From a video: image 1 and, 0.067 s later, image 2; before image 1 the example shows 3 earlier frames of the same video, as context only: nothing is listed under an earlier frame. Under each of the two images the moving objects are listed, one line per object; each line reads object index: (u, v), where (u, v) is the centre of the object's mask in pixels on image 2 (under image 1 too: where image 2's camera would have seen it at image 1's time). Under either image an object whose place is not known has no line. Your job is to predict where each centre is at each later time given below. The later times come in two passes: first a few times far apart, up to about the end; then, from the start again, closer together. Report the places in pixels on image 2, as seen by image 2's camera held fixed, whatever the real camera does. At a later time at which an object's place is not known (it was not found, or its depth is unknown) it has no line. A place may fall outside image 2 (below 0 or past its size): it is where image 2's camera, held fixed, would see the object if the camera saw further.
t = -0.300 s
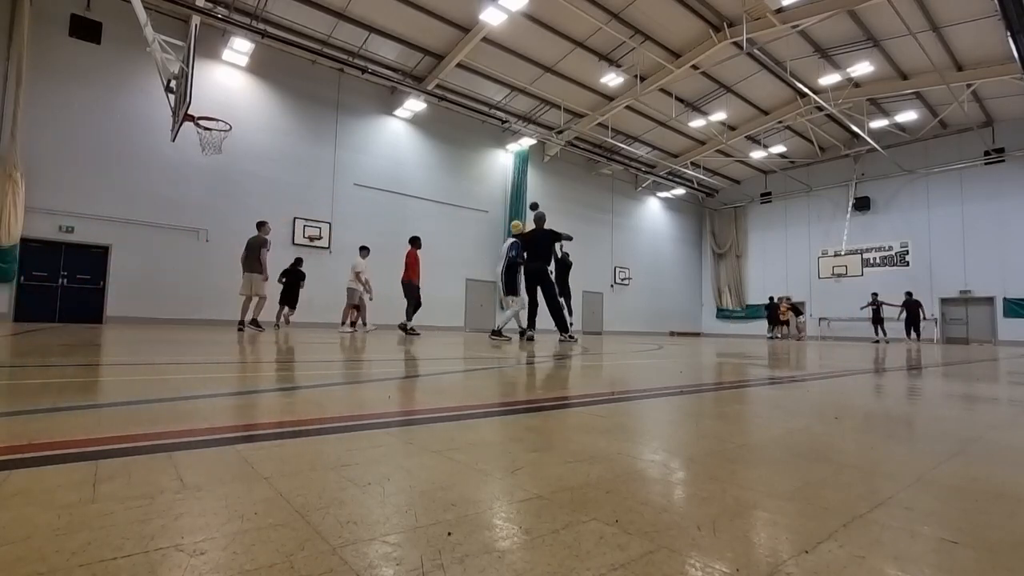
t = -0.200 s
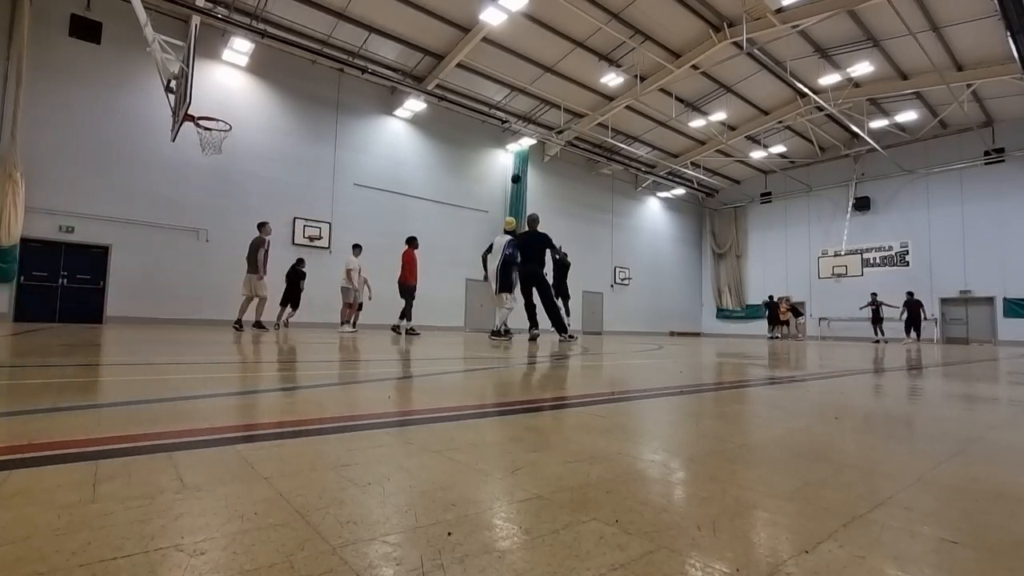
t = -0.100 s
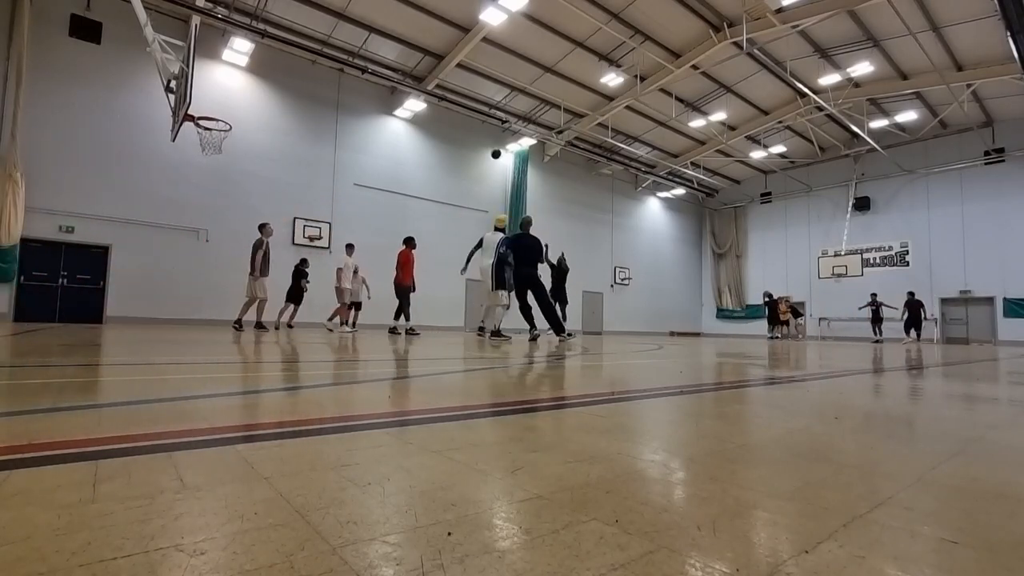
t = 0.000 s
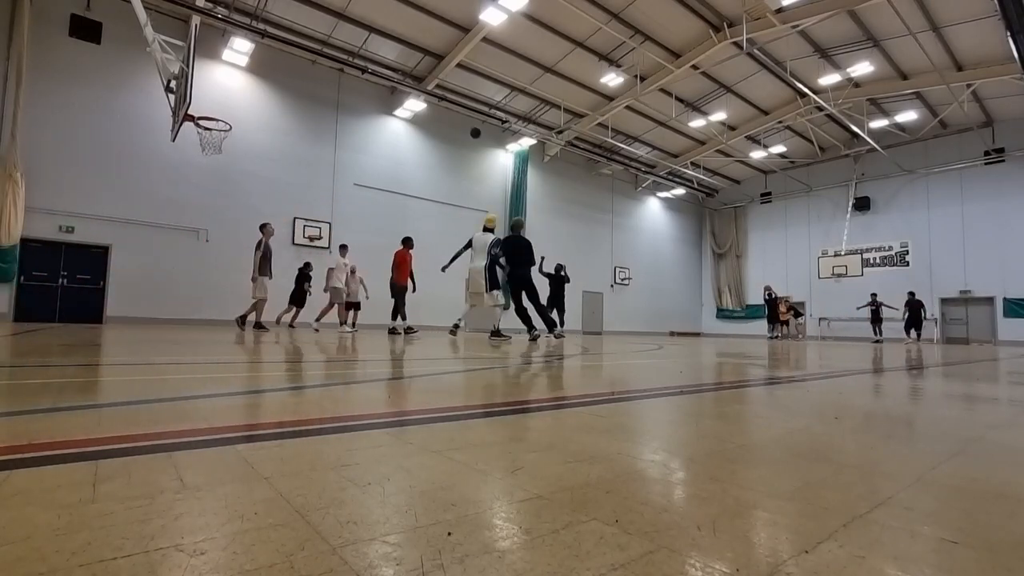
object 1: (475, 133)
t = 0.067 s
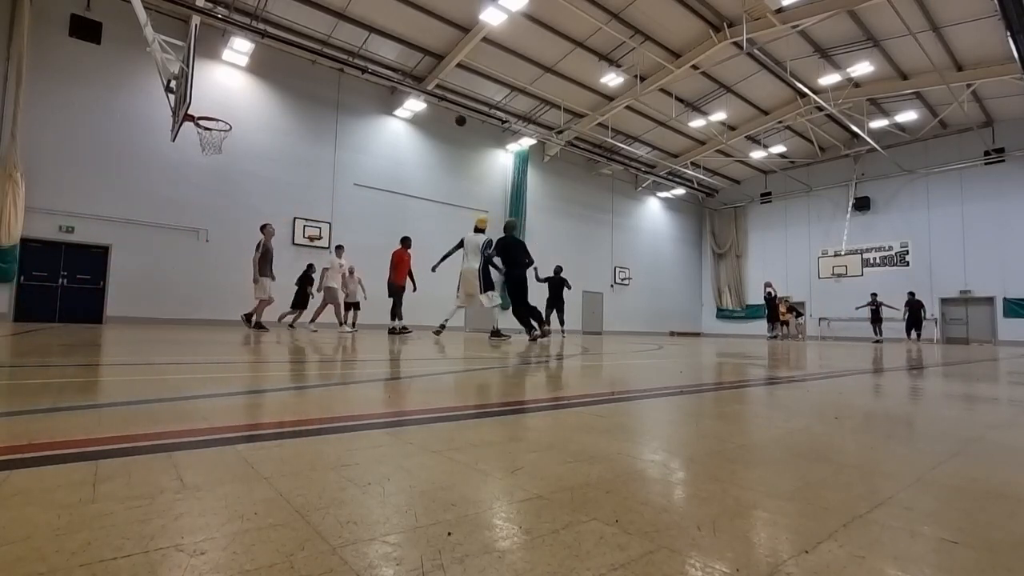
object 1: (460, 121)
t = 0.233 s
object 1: (420, 95)
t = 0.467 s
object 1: (355, 83)
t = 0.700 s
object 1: (277, 98)
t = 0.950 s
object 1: (202, 104)
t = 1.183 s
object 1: (224, 98)
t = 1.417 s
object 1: (259, 127)
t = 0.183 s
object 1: (433, 102)
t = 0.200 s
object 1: (429, 100)
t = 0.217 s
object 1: (425, 97)
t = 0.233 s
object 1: (420, 95)
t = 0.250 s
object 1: (418, 94)
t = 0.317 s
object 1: (397, 89)
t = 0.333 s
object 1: (394, 88)
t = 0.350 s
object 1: (389, 87)
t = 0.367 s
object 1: (385, 86)
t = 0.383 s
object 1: (380, 85)
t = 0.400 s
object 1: (375, 84)
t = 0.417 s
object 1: (370, 83)
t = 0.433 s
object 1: (365, 83)
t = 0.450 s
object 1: (360, 83)
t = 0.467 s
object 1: (355, 83)
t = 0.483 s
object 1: (350, 83)
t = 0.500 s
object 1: (345, 83)
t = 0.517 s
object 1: (340, 83)
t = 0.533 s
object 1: (334, 84)
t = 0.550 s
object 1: (329, 84)
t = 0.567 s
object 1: (324, 85)
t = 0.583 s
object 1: (318, 86)
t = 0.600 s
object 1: (312, 87)
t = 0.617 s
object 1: (307, 88)
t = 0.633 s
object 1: (301, 90)
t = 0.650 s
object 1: (295, 91)
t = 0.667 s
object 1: (289, 94)
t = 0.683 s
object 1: (283, 95)
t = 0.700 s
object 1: (277, 98)
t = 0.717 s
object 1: (271, 100)
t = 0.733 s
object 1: (265, 103)
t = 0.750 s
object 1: (258, 106)
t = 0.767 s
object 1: (252, 109)
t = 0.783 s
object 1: (245, 112)
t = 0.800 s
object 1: (238, 116)
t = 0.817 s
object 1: (231, 119)
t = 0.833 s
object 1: (225, 123)
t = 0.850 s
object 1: (221, 121)
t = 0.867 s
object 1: (218, 118)
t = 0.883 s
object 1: (215, 113)
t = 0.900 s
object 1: (212, 111)
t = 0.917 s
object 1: (208, 109)
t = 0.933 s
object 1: (205, 107)
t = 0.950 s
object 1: (202, 104)
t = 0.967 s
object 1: (199, 102)
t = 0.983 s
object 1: (196, 100)
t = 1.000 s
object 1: (195, 98)
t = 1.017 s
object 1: (196, 97)
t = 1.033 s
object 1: (198, 96)
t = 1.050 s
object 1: (201, 95)
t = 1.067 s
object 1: (204, 95)
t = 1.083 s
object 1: (207, 95)
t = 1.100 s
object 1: (210, 95)
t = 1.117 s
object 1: (212, 95)
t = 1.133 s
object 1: (215, 96)
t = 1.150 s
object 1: (218, 97)
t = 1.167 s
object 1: (221, 97)
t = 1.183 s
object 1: (224, 98)
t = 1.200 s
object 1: (227, 99)
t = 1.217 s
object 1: (229, 100)
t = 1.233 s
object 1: (232, 102)
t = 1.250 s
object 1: (235, 103)
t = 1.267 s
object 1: (237, 105)
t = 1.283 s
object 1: (240, 107)
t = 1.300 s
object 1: (242, 109)
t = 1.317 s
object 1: (245, 111)
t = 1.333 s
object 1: (247, 114)
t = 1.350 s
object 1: (250, 116)
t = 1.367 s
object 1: (252, 119)
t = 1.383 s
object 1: (254, 122)
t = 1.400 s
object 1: (257, 124)
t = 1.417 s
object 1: (259, 127)
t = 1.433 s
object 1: (262, 130)
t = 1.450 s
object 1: (264, 134)
